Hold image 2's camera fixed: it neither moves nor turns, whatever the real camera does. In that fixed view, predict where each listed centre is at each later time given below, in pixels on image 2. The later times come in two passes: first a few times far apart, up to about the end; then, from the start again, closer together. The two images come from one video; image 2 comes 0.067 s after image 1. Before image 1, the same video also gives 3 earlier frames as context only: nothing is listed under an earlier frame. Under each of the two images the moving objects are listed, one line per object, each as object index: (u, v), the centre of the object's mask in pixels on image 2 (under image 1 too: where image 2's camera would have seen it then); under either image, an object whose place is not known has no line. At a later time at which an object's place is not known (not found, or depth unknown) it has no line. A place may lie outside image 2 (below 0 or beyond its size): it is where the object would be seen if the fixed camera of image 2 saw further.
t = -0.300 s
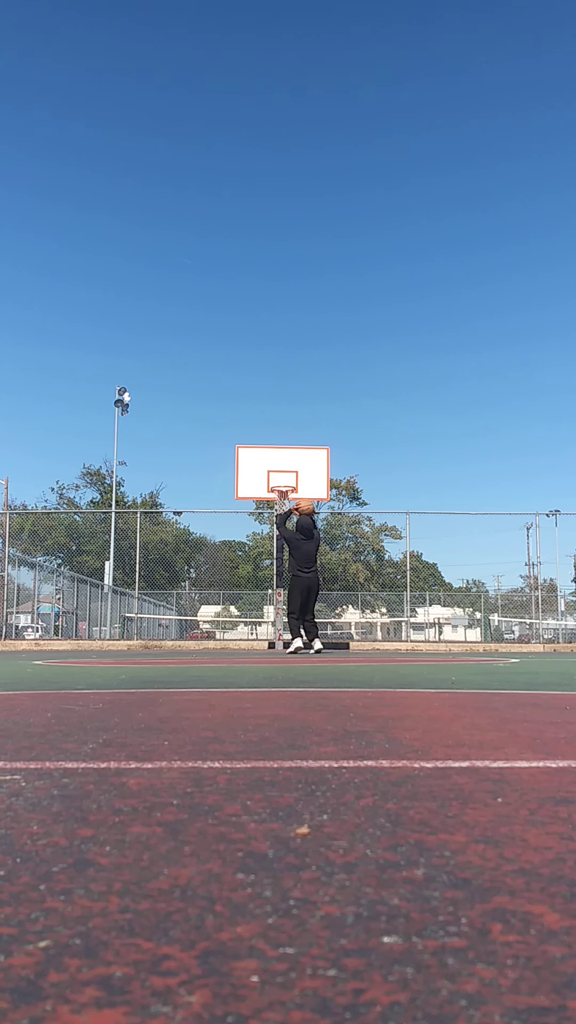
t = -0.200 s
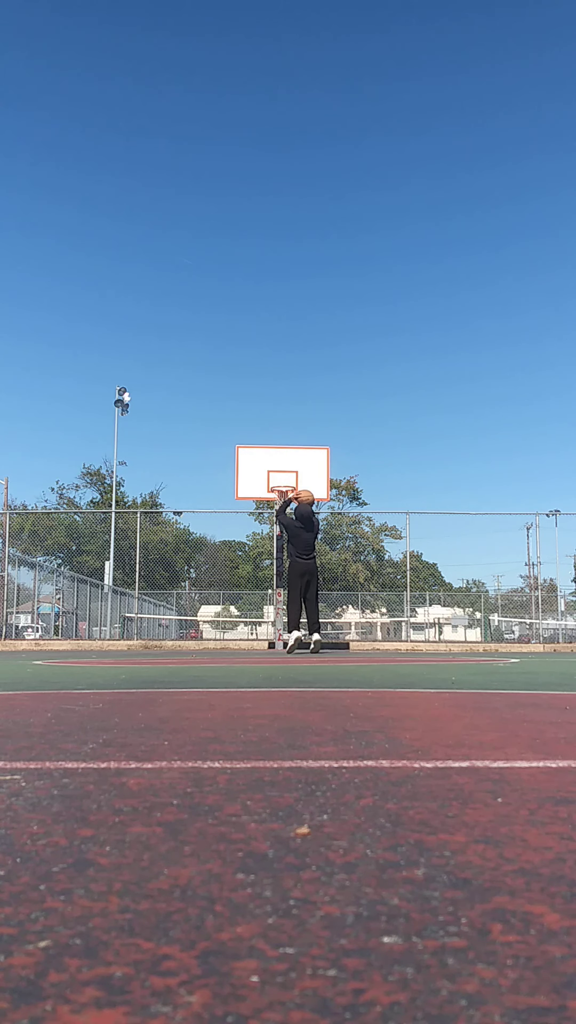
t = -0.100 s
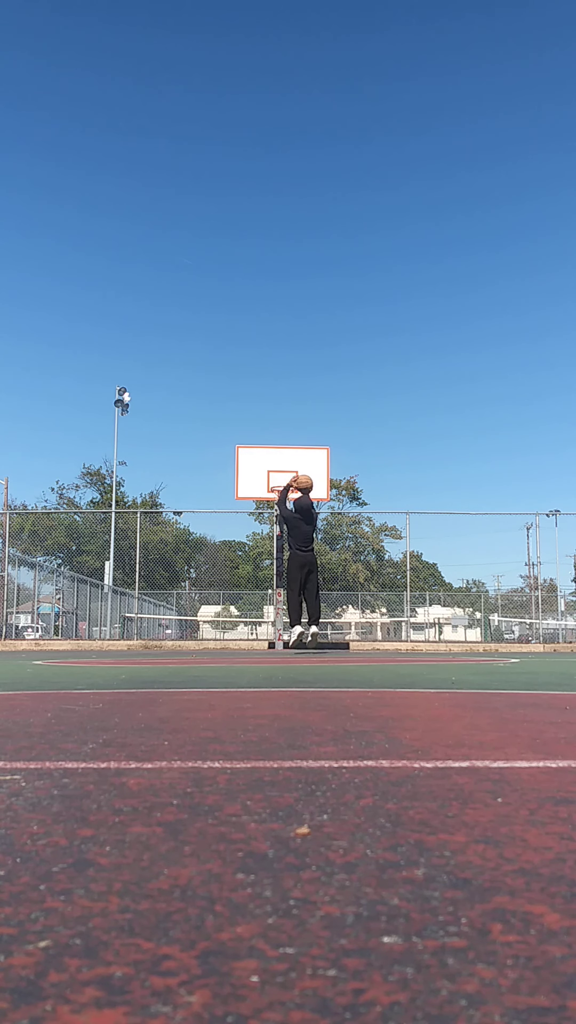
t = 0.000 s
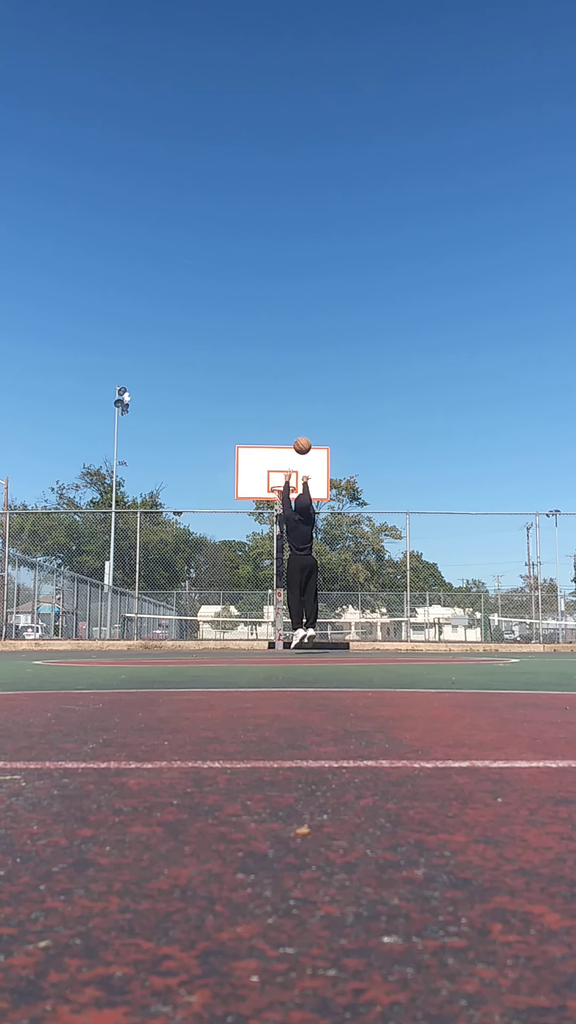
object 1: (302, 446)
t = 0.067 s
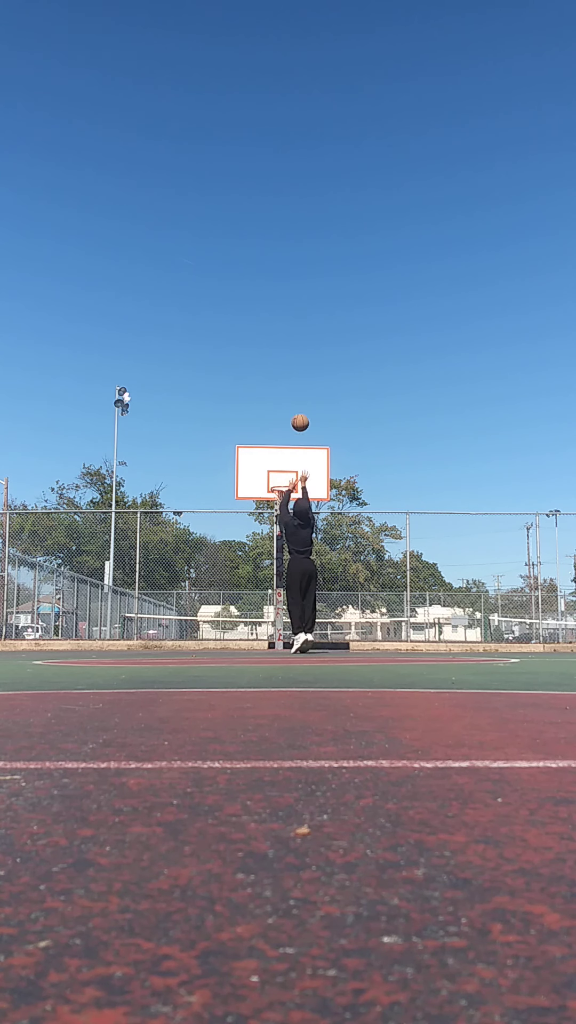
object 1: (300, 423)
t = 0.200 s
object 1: (296, 389)
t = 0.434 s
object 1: (290, 365)
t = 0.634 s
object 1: (286, 373)
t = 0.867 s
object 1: (282, 406)
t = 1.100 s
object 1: (278, 462)
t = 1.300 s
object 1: (306, 478)
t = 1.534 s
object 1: (368, 483)
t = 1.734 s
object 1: (424, 509)
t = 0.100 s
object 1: (299, 413)
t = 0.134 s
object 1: (298, 404)
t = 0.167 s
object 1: (297, 396)
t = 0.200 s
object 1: (296, 389)
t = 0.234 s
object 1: (295, 383)
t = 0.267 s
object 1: (294, 379)
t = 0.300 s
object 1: (294, 374)
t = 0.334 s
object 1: (293, 371)
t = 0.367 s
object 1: (292, 368)
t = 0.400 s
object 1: (291, 367)
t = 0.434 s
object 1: (290, 365)
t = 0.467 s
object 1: (289, 365)
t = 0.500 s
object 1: (289, 365)
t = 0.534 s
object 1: (288, 366)
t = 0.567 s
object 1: (287, 368)
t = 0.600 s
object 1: (287, 370)
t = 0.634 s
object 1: (286, 373)
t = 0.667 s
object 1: (285, 376)
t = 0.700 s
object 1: (285, 380)
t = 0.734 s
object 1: (284, 384)
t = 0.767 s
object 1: (284, 389)
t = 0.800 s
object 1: (283, 394)
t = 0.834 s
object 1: (282, 400)
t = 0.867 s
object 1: (282, 406)
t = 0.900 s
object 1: (281, 413)
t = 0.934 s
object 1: (281, 420)
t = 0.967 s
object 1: (280, 427)
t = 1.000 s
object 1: (280, 435)
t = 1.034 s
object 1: (279, 444)
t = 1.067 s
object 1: (279, 452)
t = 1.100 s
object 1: (278, 462)
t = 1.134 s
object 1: (277, 471)
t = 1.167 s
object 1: (277, 481)
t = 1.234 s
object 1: (289, 482)
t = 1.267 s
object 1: (297, 480)
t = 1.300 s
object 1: (306, 478)
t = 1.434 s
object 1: (341, 478)
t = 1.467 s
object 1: (350, 479)
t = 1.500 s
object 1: (359, 480)
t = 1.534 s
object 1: (368, 483)
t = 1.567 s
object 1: (377, 486)
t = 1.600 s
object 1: (387, 489)
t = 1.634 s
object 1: (396, 493)
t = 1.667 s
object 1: (405, 498)
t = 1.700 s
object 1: (415, 503)
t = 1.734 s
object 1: (424, 509)
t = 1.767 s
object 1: (434, 516)
